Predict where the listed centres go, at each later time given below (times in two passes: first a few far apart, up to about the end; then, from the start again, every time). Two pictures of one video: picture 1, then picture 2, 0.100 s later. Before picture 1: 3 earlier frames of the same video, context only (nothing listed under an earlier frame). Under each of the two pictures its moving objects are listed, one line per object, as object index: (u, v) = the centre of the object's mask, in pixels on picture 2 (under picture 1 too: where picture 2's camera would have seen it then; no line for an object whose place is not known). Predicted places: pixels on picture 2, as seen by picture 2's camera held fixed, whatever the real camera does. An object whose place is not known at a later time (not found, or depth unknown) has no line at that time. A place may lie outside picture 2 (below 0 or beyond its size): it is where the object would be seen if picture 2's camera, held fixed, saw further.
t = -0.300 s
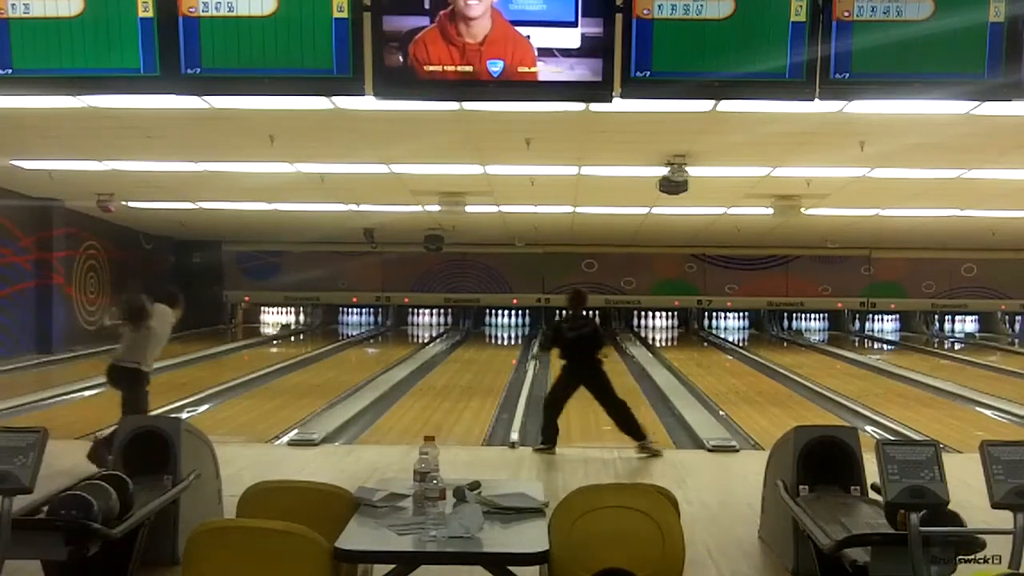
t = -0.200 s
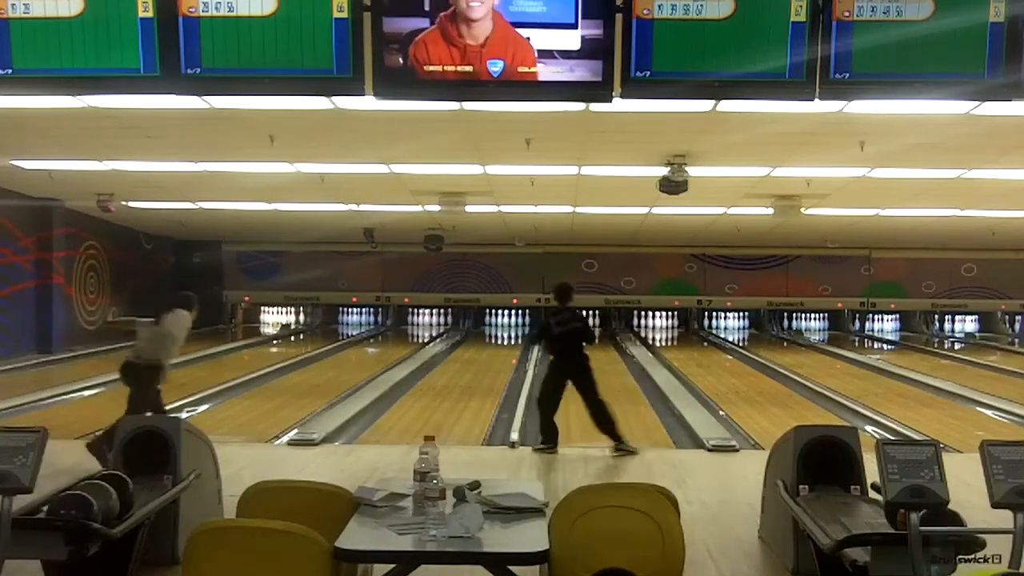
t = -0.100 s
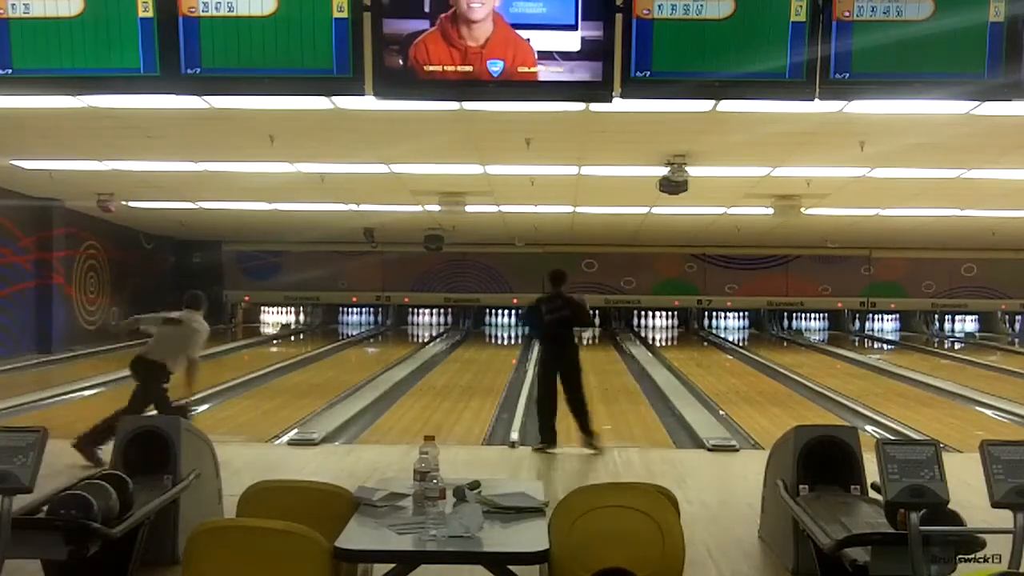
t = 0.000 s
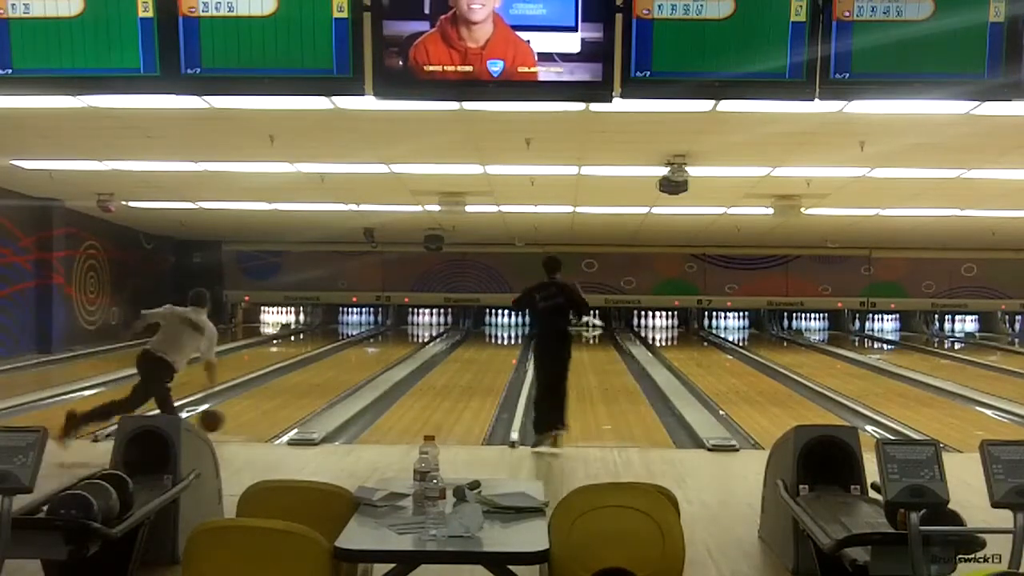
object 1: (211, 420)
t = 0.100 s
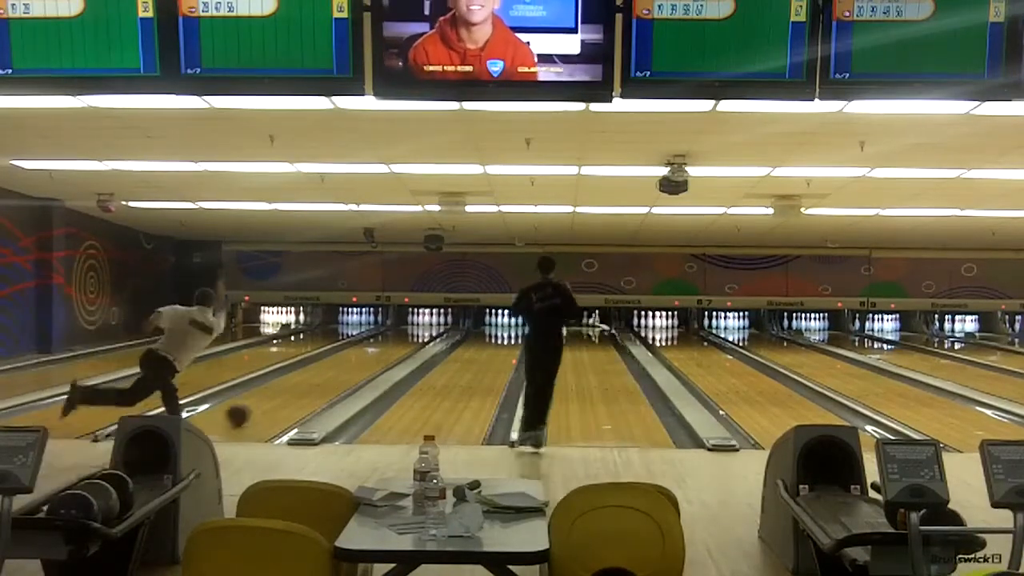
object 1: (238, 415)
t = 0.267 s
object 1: (275, 398)
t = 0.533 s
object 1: (320, 378)
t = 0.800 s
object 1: (352, 363)
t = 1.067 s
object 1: (376, 352)
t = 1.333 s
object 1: (395, 344)
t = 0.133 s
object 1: (246, 411)
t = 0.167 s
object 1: (253, 408)
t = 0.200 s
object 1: (261, 405)
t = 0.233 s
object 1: (268, 401)
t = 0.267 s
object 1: (275, 398)
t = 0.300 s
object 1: (281, 395)
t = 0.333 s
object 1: (287, 393)
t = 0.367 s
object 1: (294, 390)
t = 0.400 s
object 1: (299, 387)
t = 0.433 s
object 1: (304, 385)
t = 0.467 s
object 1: (310, 383)
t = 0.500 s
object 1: (315, 380)
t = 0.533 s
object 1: (320, 378)
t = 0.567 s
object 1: (324, 376)
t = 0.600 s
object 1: (328, 374)
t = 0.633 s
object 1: (333, 372)
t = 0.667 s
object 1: (337, 370)
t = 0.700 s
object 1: (341, 368)
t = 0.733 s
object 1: (345, 366)
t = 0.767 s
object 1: (348, 365)
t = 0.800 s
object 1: (352, 363)
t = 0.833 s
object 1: (355, 361)
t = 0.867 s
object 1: (359, 360)
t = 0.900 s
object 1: (362, 359)
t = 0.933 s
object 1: (365, 357)
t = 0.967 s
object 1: (368, 356)
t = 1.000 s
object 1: (370, 354)
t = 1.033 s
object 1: (374, 353)
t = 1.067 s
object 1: (376, 352)
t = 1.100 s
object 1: (379, 351)
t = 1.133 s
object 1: (382, 349)
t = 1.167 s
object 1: (384, 349)
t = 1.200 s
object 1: (386, 348)
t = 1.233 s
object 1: (389, 346)
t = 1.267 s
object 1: (391, 345)
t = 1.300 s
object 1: (393, 344)
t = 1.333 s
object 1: (395, 344)
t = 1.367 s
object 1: (396, 342)
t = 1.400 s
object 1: (398, 341)
